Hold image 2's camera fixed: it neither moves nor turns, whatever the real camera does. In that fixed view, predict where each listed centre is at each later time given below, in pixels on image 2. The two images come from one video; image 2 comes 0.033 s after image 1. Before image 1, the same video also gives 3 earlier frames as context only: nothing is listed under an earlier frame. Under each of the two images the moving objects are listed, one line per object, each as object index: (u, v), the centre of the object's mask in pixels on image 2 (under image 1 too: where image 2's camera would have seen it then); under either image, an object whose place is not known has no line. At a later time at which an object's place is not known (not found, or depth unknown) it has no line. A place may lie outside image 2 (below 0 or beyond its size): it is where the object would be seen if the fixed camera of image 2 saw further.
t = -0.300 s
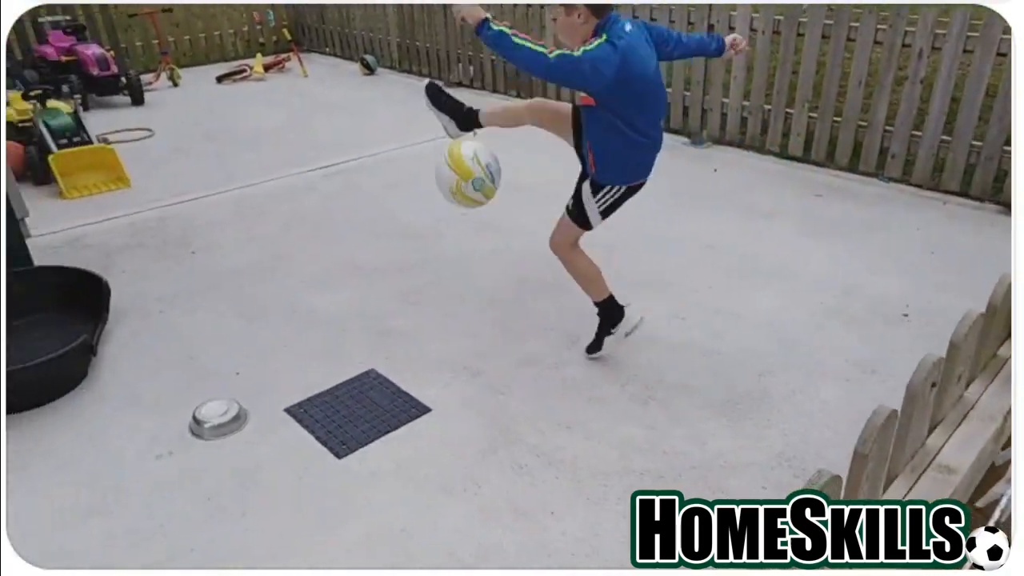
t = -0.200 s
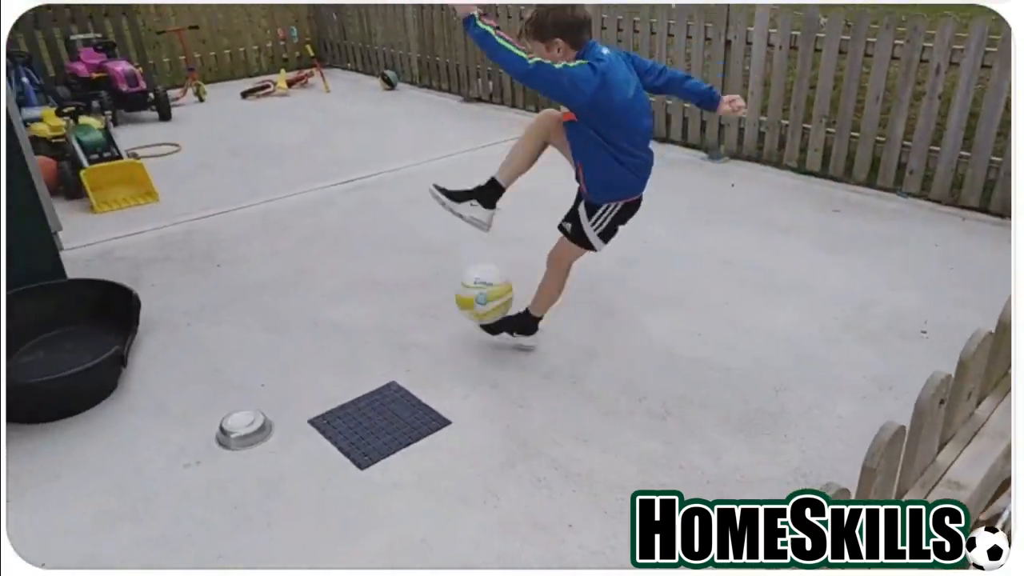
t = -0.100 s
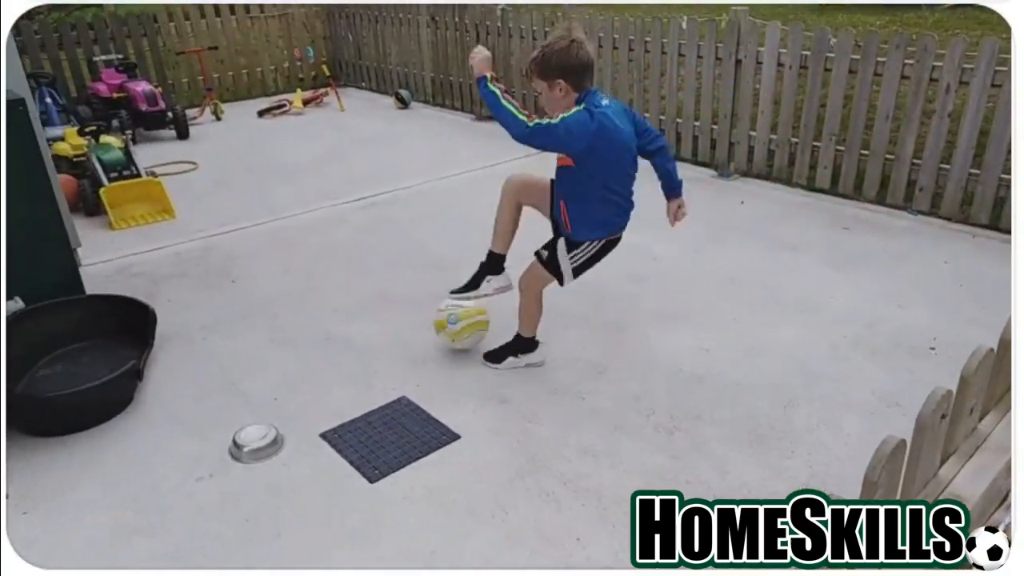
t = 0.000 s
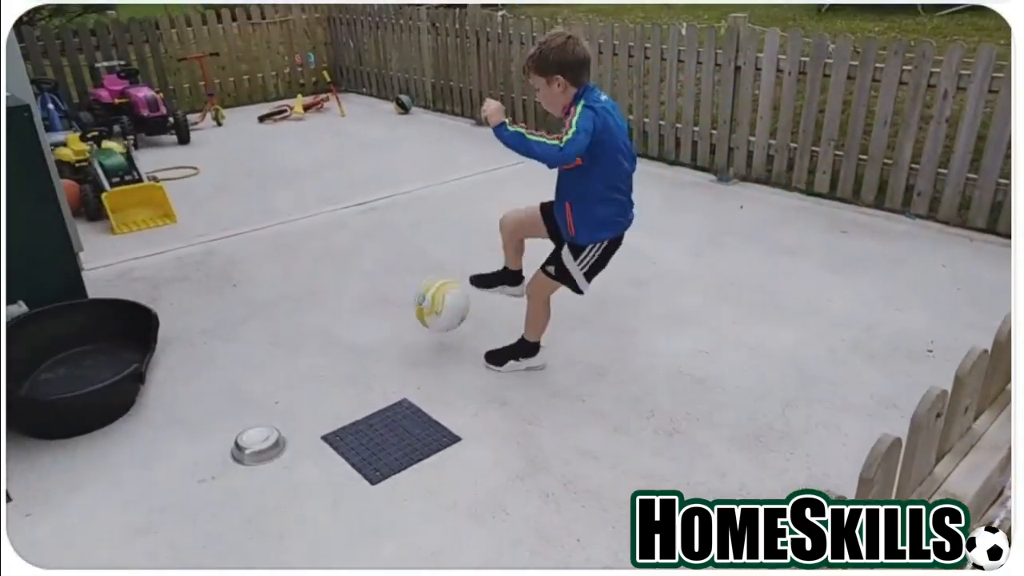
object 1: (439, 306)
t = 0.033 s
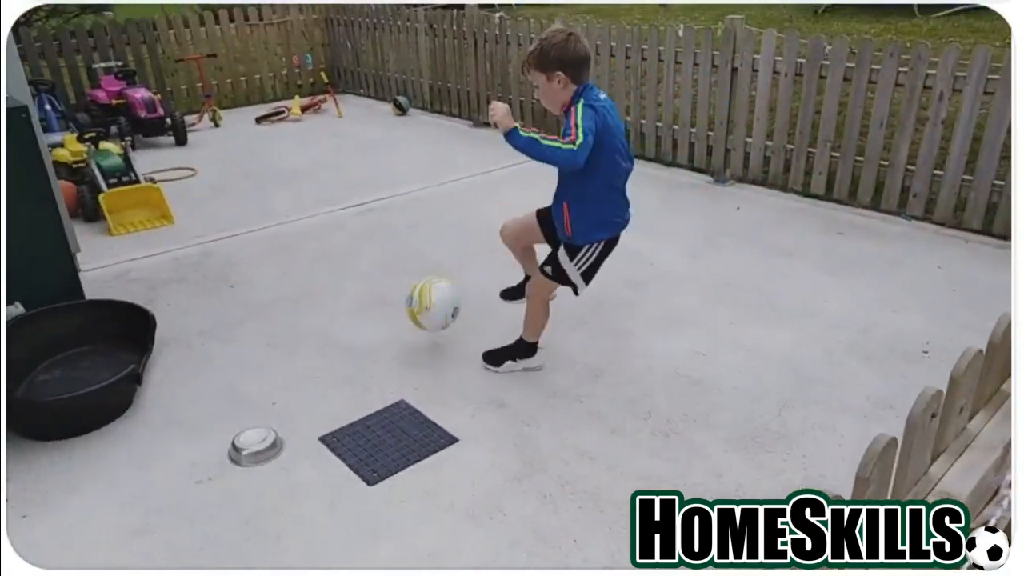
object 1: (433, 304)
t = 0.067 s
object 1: (427, 305)
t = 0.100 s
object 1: (422, 308)
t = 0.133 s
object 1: (416, 313)
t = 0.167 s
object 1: (411, 321)
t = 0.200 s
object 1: (405, 314)
